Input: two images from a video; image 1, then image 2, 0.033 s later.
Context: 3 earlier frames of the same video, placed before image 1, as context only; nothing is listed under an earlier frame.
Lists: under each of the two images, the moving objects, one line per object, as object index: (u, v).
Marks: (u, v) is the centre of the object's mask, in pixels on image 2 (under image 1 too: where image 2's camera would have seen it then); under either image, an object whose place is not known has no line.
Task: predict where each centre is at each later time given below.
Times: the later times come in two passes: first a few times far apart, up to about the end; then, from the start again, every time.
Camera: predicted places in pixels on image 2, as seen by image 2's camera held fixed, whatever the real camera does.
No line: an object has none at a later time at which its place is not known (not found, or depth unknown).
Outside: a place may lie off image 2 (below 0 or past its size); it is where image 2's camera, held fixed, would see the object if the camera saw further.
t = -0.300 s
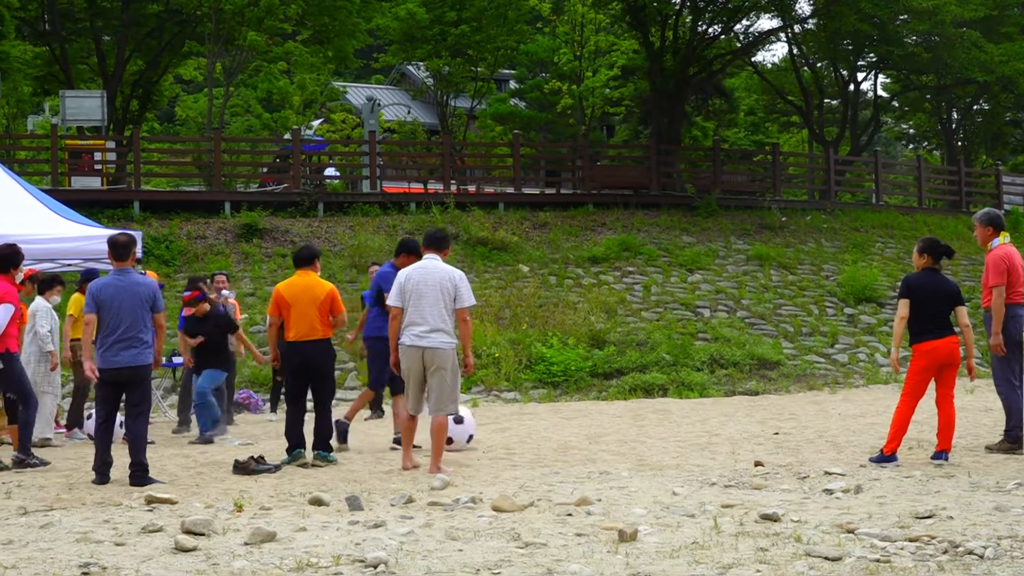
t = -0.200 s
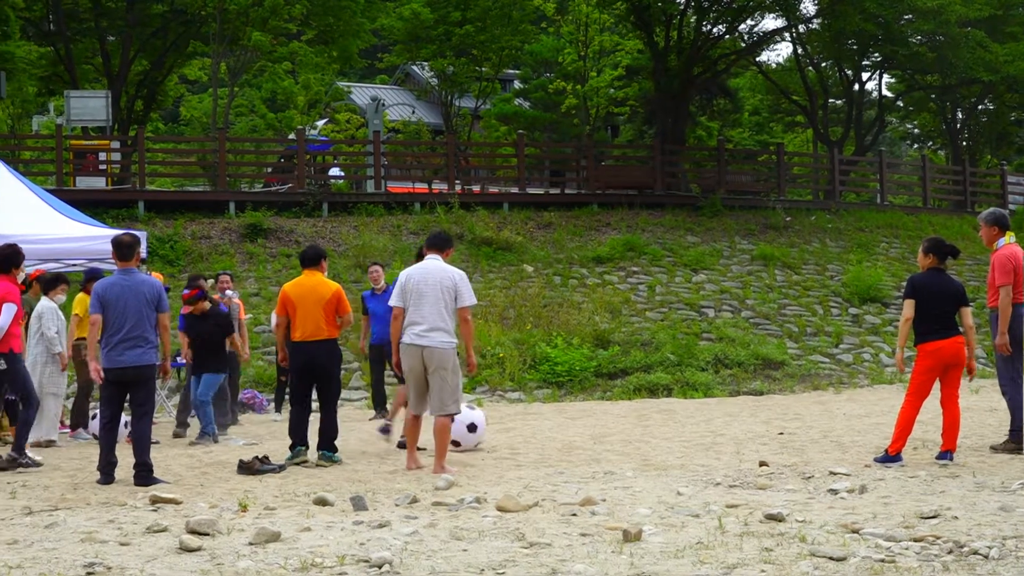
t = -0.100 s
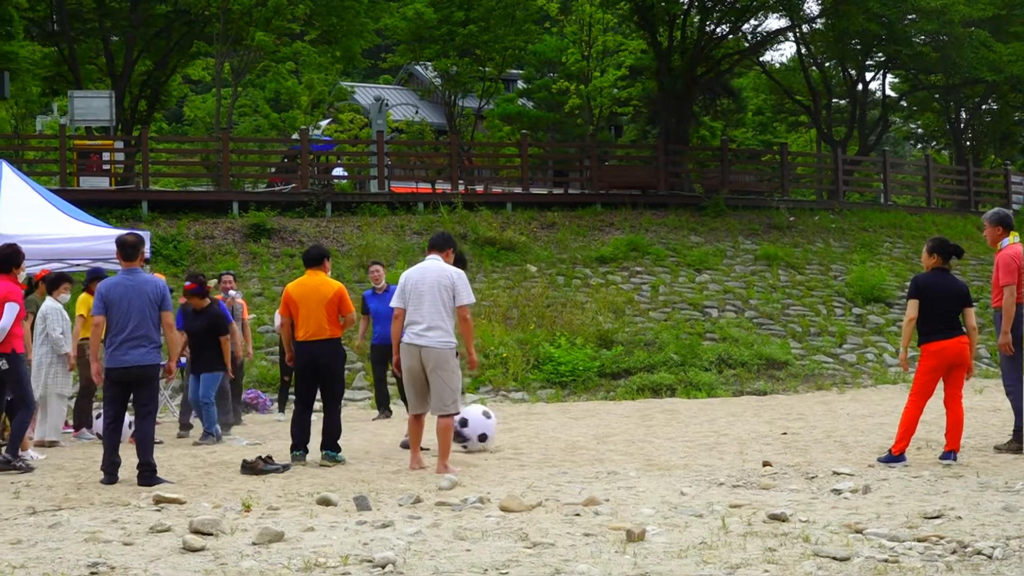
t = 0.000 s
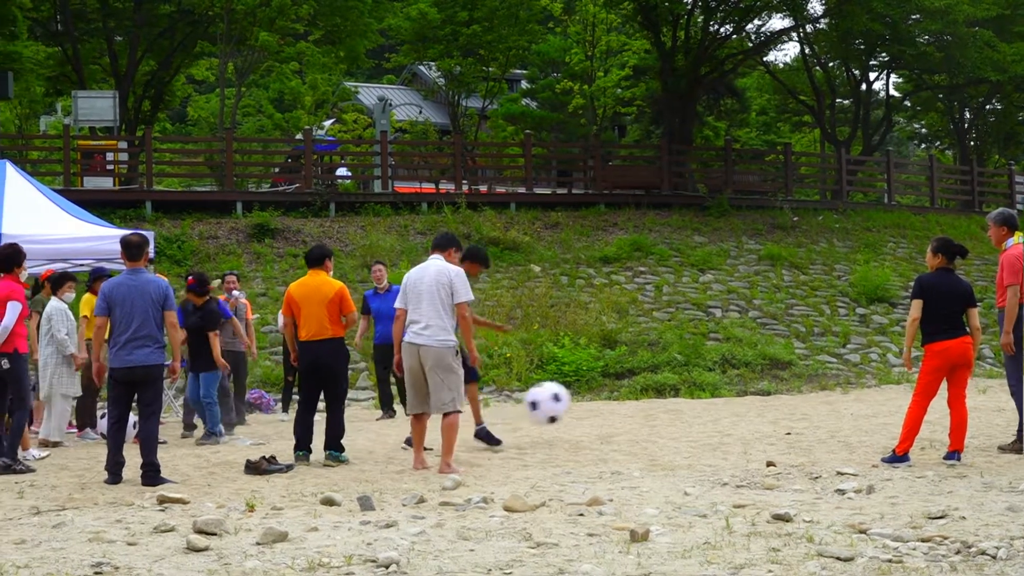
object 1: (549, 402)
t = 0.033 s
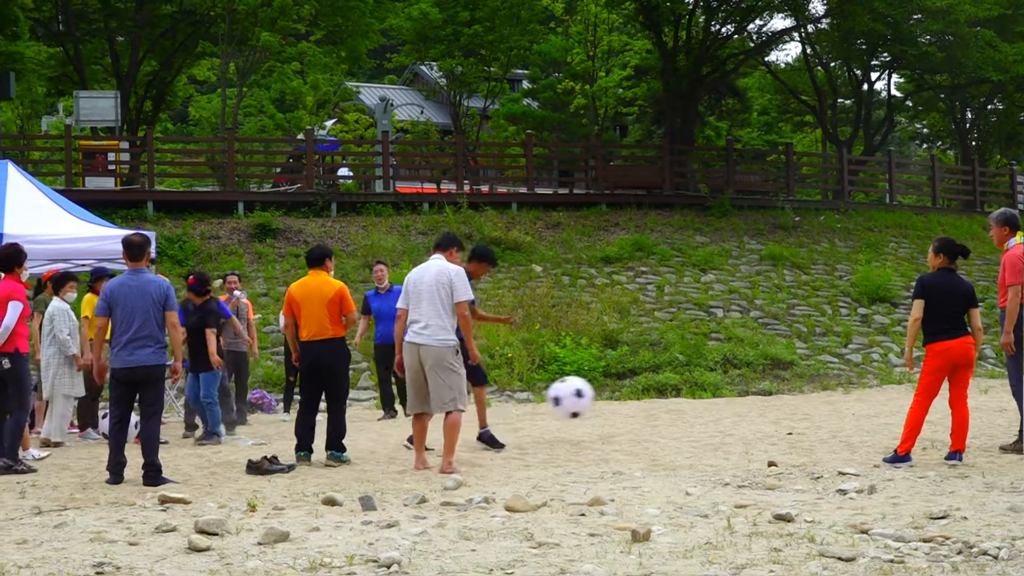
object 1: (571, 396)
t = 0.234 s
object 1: (673, 382)
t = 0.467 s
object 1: (751, 404)
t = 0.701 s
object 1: (798, 392)
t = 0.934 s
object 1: (839, 397)
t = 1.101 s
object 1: (867, 398)
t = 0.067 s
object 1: (591, 392)
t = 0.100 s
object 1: (610, 389)
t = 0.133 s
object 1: (628, 386)
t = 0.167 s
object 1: (644, 384)
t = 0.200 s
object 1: (659, 383)
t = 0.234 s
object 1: (673, 382)
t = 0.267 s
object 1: (686, 383)
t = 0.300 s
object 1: (699, 386)
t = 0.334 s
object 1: (711, 390)
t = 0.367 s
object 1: (723, 395)
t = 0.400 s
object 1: (734, 401)
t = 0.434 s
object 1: (745, 407)
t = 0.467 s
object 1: (751, 404)
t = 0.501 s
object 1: (759, 399)
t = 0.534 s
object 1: (766, 397)
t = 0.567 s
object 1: (773, 394)
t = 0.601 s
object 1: (779, 391)
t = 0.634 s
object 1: (785, 392)
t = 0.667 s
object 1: (792, 392)
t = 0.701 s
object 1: (798, 392)
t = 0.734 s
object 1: (803, 393)
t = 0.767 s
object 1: (809, 395)
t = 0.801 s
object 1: (816, 398)
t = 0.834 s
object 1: (821, 401)
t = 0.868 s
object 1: (827, 400)
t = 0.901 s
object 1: (833, 398)
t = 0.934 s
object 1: (839, 397)
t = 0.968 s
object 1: (844, 395)
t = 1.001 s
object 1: (850, 396)
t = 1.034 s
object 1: (855, 396)
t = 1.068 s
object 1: (861, 398)
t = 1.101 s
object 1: (867, 398)
